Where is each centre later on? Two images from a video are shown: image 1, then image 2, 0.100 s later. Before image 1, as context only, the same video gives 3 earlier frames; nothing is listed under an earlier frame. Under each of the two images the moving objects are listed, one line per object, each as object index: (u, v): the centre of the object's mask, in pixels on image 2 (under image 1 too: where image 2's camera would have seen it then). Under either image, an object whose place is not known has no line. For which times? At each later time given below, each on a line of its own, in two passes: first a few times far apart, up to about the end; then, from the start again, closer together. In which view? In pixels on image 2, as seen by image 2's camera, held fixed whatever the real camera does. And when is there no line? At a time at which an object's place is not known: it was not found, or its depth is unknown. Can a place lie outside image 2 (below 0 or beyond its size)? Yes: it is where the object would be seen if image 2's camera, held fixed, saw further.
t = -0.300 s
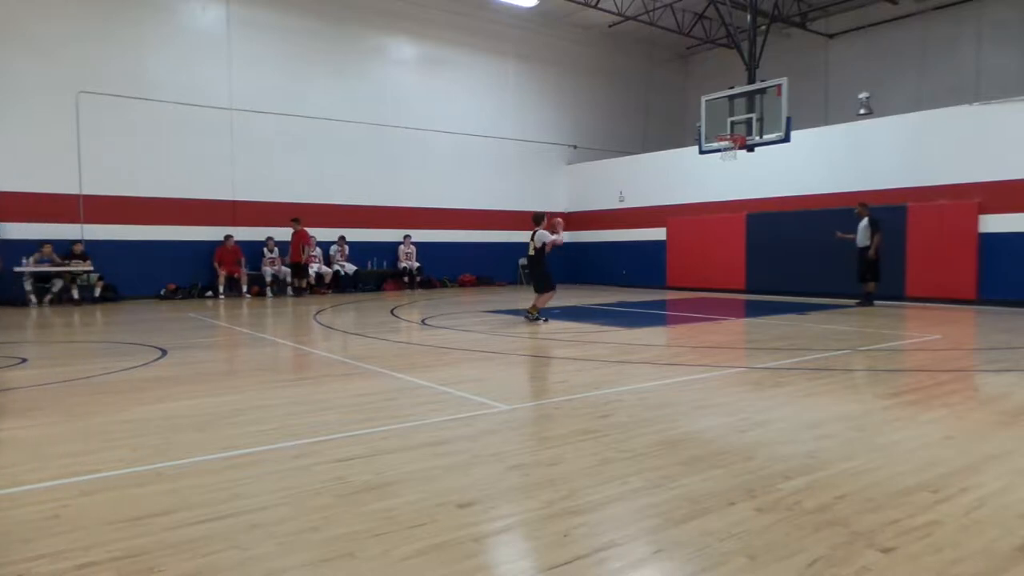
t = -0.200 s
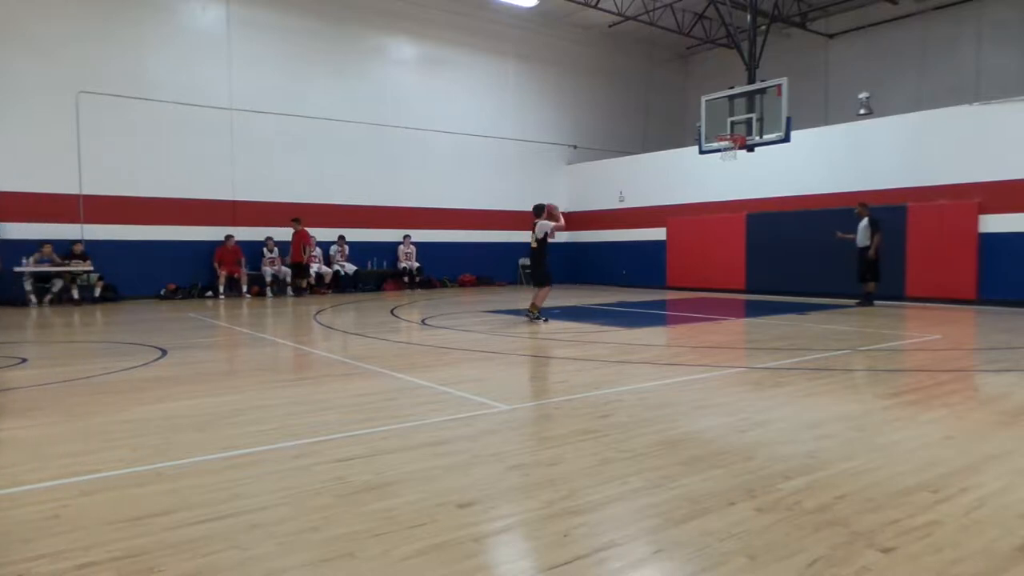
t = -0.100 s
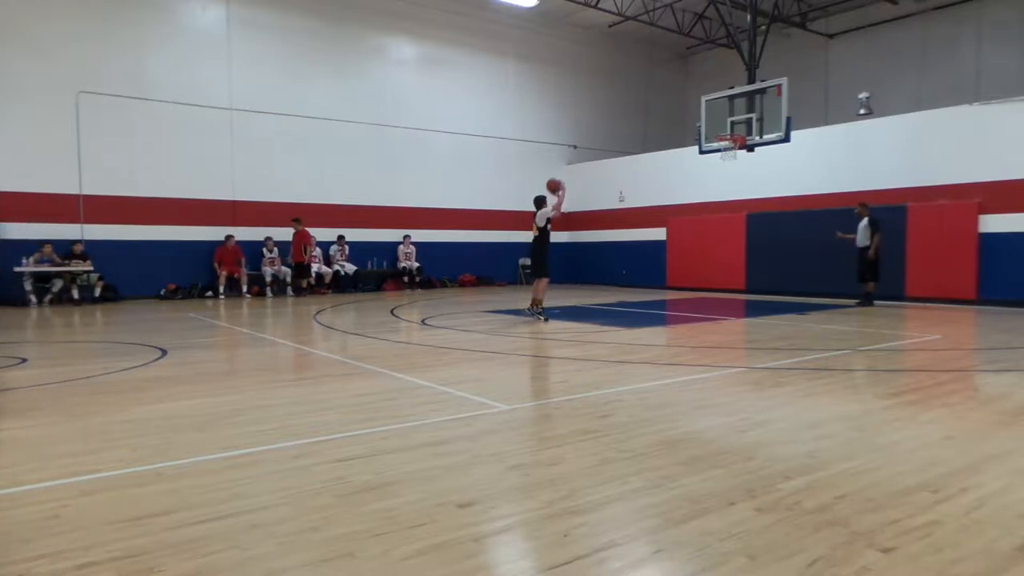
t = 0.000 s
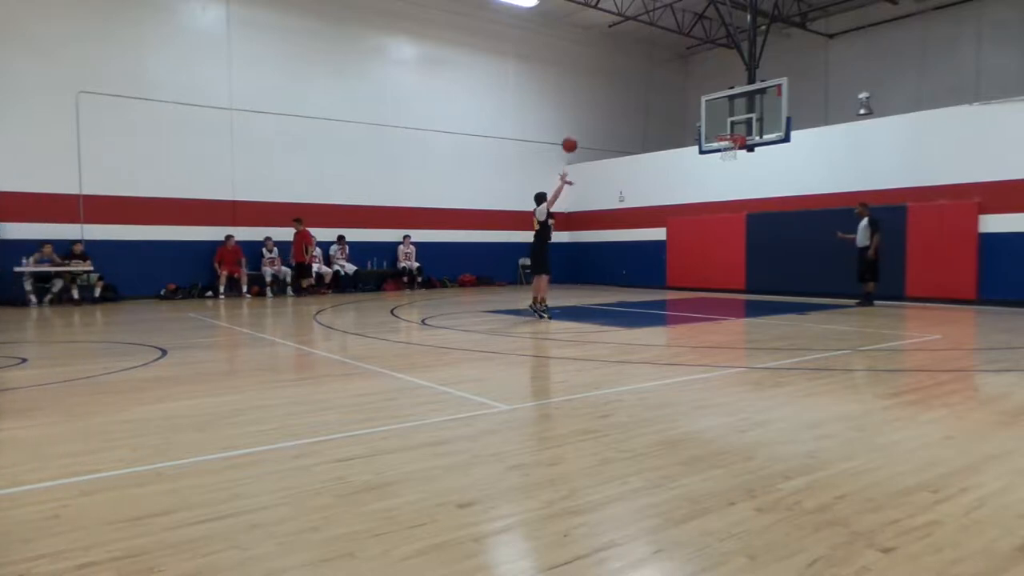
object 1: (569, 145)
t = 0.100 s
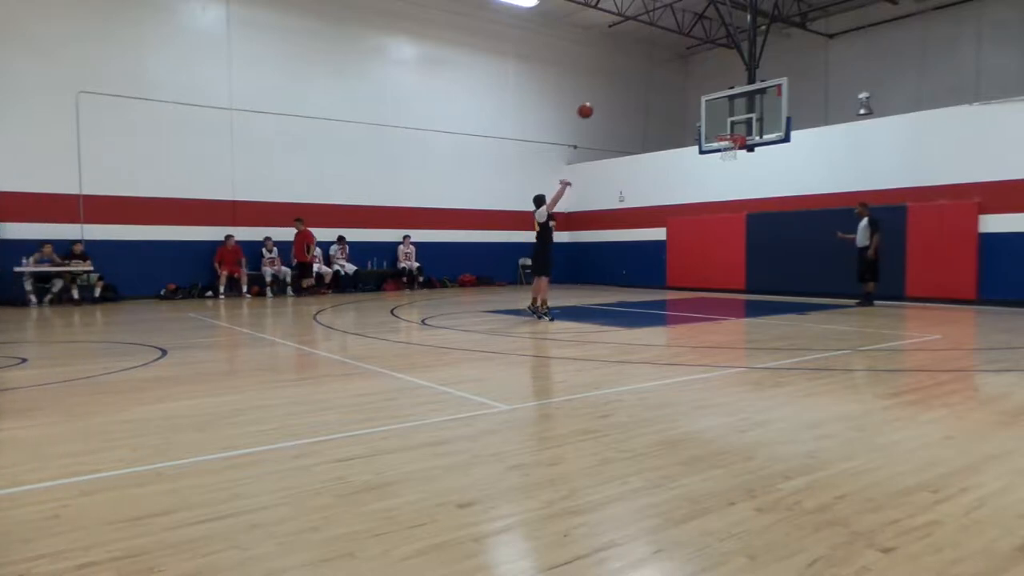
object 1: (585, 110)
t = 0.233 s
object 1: (605, 77)
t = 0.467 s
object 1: (638, 47)
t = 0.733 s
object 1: (672, 55)
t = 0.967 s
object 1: (698, 94)
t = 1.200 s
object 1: (711, 121)
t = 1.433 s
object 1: (706, 113)
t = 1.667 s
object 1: (699, 132)
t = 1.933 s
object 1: (691, 188)
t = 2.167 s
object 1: (685, 263)
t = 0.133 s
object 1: (590, 101)
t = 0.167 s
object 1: (596, 91)
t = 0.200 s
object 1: (600, 83)
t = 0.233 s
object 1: (605, 77)
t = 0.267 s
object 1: (610, 69)
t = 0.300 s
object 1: (615, 64)
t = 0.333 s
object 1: (620, 59)
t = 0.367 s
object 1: (624, 55)
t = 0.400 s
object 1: (629, 52)
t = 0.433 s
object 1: (634, 49)
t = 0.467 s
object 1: (638, 47)
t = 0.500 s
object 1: (642, 46)
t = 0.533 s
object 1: (647, 44)
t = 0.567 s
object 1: (651, 45)
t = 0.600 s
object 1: (655, 45)
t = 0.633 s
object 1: (660, 47)
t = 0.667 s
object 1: (664, 49)
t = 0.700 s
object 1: (668, 51)
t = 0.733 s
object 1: (672, 55)
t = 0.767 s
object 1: (675, 58)
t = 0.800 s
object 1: (679, 63)
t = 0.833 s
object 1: (684, 68)
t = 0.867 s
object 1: (687, 73)
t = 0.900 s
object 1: (691, 79)
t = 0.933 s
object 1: (696, 86)
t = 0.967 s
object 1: (698, 94)
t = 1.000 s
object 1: (702, 101)
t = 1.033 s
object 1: (706, 110)
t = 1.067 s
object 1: (709, 119)
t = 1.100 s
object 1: (713, 127)
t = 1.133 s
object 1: (713, 129)
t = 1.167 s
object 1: (712, 124)
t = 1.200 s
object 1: (711, 121)
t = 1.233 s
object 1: (710, 118)
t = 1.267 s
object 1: (710, 115)
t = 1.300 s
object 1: (709, 114)
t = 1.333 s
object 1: (708, 113)
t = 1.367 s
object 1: (707, 112)
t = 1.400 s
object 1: (707, 112)
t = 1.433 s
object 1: (706, 113)
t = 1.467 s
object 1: (704, 113)
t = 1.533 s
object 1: (703, 117)
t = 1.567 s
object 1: (702, 120)
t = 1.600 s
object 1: (701, 124)
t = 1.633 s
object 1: (700, 128)
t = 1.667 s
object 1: (699, 132)
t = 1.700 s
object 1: (698, 137)
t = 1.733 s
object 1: (697, 143)
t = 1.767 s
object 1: (696, 149)
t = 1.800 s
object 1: (694, 156)
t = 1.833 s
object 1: (694, 163)
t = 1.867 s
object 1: (693, 171)
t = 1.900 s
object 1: (692, 180)
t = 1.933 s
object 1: (691, 188)
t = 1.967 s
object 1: (690, 197)
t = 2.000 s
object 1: (690, 208)
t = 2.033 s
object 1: (689, 217)
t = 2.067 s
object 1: (688, 228)
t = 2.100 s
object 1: (687, 239)
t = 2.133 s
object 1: (687, 251)
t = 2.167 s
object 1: (685, 263)
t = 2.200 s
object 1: (684, 276)
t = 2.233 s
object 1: (683, 289)
